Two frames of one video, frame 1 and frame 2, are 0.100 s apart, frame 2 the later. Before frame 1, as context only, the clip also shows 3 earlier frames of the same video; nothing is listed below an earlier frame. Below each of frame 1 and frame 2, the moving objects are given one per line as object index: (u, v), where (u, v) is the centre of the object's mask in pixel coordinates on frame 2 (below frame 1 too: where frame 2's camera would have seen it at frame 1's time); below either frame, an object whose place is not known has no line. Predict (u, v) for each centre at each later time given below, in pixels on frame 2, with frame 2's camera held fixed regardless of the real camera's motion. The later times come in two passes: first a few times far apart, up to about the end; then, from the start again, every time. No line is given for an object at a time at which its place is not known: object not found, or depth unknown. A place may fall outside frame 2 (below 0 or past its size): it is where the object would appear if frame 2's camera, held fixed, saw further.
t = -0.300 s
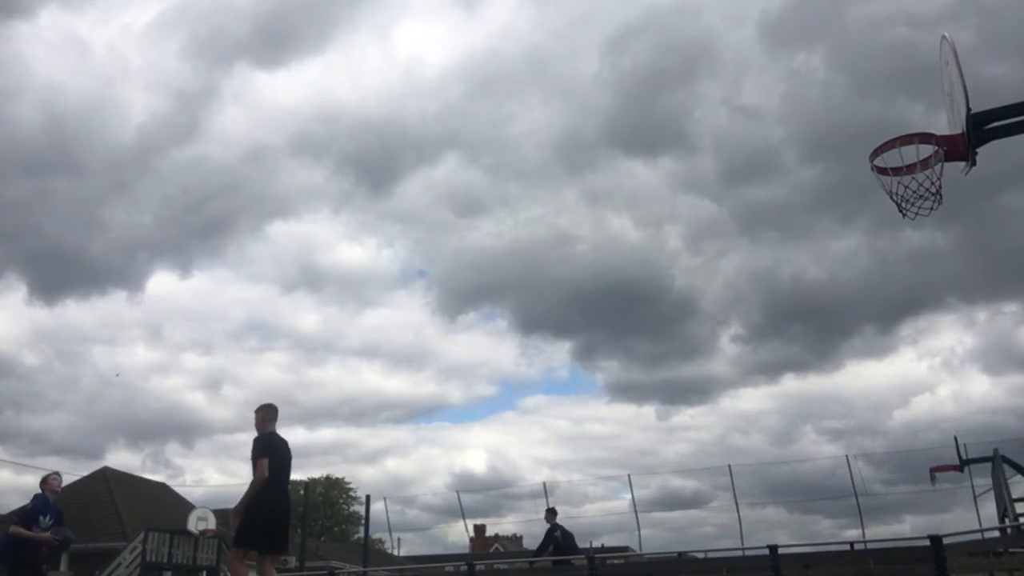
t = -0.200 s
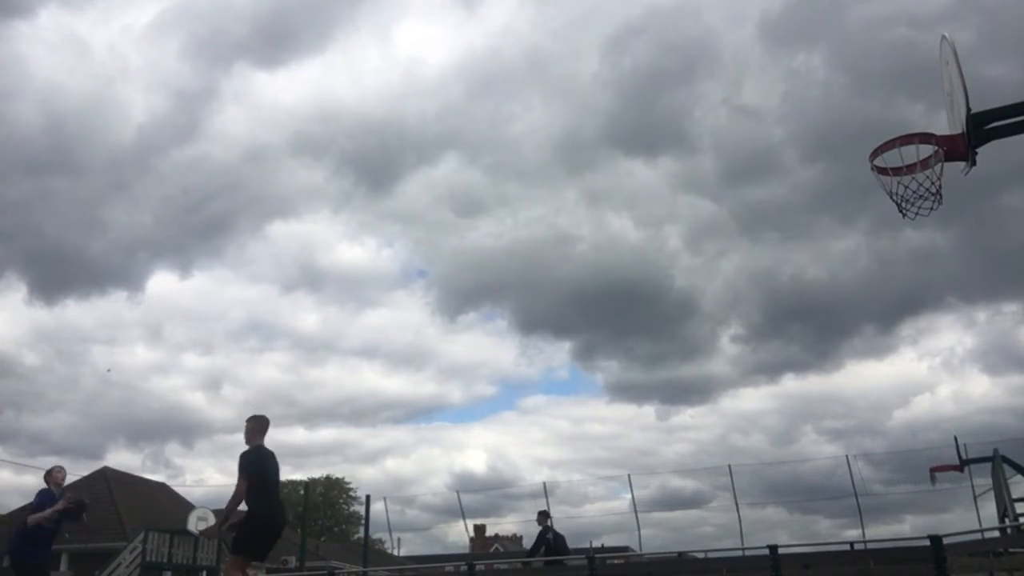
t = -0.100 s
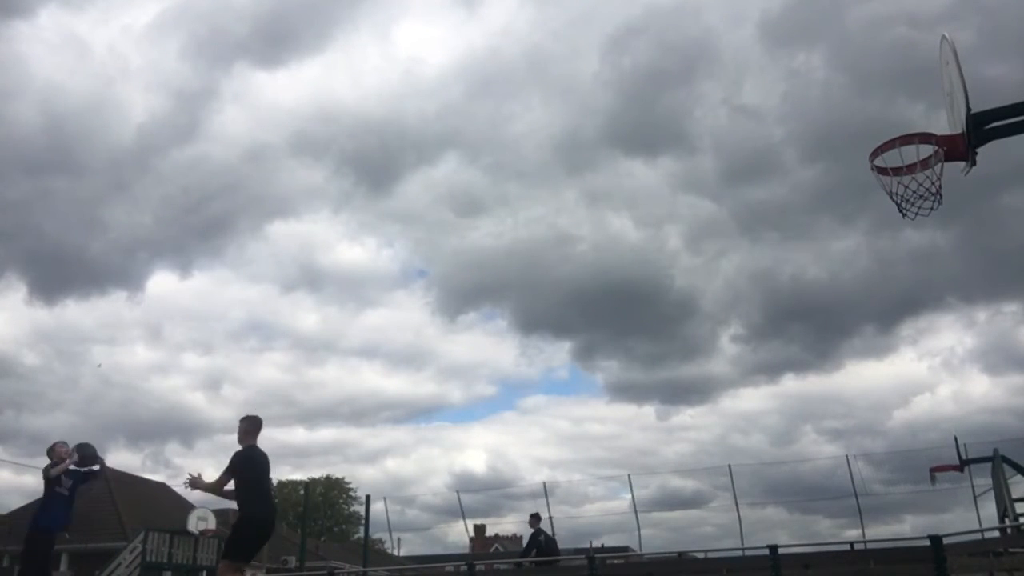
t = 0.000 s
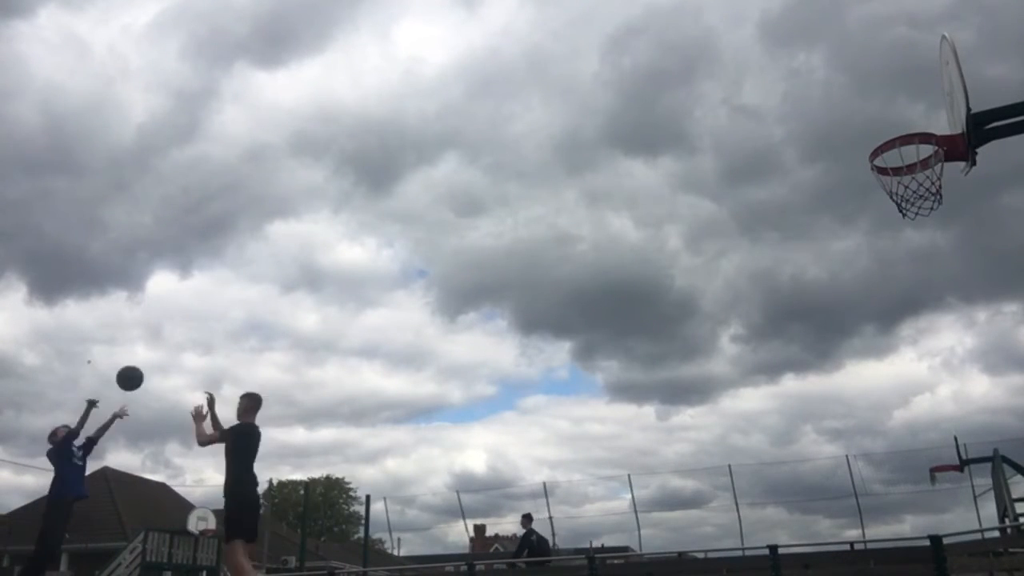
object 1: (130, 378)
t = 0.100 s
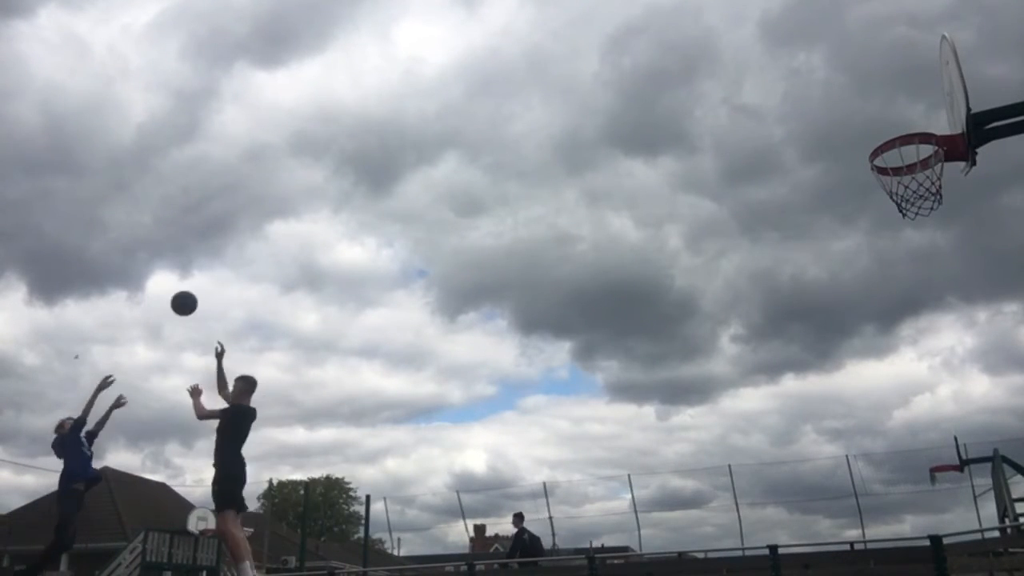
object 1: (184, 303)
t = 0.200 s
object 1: (237, 239)
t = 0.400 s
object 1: (340, 138)
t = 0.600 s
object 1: (445, 72)
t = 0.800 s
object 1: (557, 39)
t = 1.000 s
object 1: (685, 42)
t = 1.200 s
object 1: (839, 92)
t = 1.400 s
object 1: (882, 152)
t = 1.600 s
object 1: (838, 206)
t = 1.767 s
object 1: (814, 270)
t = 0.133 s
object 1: (201, 280)
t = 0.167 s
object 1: (219, 259)
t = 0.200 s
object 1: (237, 239)
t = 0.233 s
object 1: (254, 220)
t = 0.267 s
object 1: (272, 201)
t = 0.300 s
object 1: (289, 184)
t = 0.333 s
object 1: (306, 168)
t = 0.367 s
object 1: (323, 153)
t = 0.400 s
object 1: (340, 138)
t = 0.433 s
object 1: (357, 125)
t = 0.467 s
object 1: (375, 112)
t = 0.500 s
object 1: (393, 101)
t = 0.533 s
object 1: (410, 90)
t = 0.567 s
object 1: (428, 81)
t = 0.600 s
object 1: (445, 72)
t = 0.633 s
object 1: (463, 64)
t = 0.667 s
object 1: (482, 57)
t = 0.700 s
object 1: (500, 51)
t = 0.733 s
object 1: (519, 46)
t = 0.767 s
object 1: (538, 42)
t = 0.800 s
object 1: (557, 39)
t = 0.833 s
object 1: (577, 37)
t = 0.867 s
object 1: (598, 36)
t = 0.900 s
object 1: (619, 35)
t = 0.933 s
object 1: (640, 37)
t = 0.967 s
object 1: (662, 39)
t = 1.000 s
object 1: (685, 42)
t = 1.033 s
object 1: (709, 47)
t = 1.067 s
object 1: (733, 53)
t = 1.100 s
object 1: (758, 60)
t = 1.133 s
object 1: (784, 69)
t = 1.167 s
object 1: (811, 79)
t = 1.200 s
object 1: (839, 92)
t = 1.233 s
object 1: (869, 105)
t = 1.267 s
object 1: (899, 120)
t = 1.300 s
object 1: (915, 127)
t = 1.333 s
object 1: (903, 136)
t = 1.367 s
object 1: (890, 134)
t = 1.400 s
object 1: (882, 152)
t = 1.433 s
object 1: (873, 160)
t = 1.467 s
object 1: (863, 167)
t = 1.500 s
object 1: (858, 175)
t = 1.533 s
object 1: (851, 185)
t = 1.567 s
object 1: (844, 195)
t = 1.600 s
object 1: (838, 206)
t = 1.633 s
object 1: (833, 218)
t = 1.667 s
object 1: (828, 230)
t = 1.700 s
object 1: (823, 243)
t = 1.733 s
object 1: (818, 256)
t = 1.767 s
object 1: (814, 270)
